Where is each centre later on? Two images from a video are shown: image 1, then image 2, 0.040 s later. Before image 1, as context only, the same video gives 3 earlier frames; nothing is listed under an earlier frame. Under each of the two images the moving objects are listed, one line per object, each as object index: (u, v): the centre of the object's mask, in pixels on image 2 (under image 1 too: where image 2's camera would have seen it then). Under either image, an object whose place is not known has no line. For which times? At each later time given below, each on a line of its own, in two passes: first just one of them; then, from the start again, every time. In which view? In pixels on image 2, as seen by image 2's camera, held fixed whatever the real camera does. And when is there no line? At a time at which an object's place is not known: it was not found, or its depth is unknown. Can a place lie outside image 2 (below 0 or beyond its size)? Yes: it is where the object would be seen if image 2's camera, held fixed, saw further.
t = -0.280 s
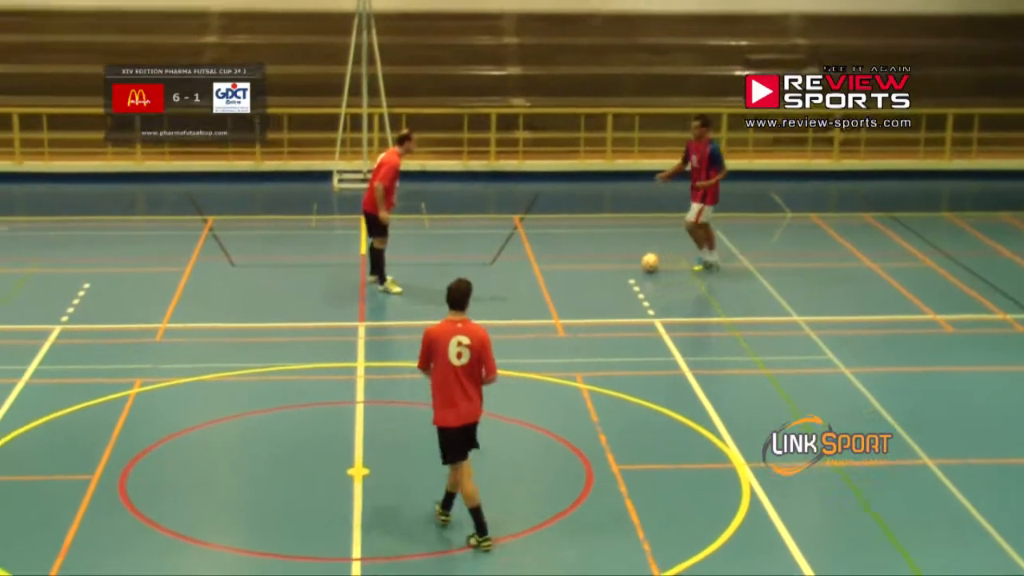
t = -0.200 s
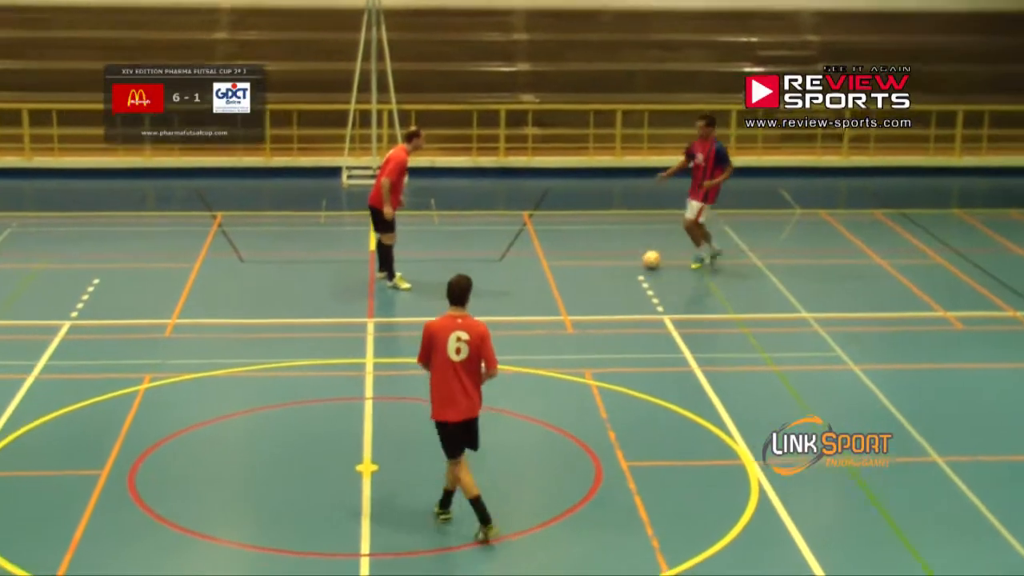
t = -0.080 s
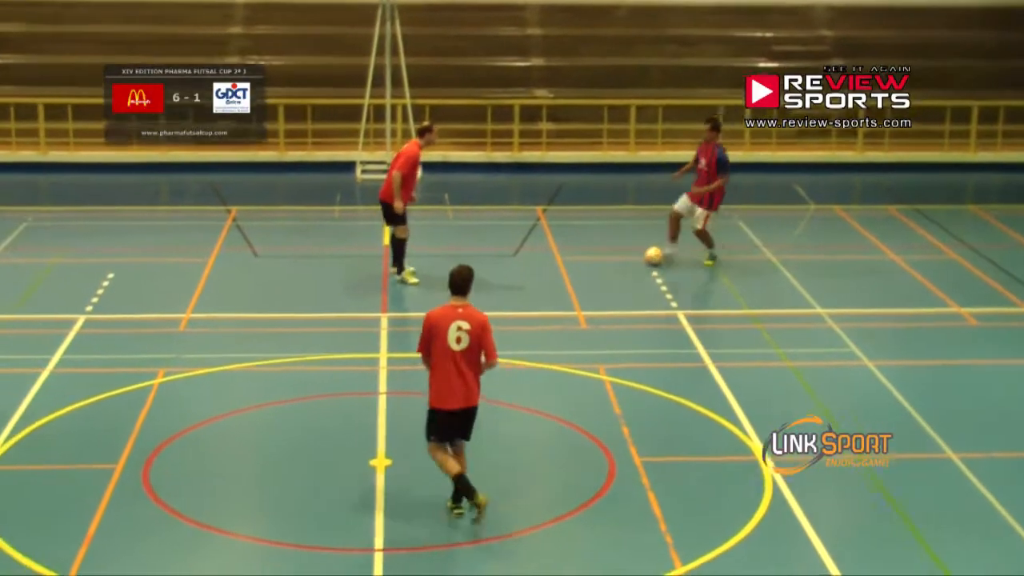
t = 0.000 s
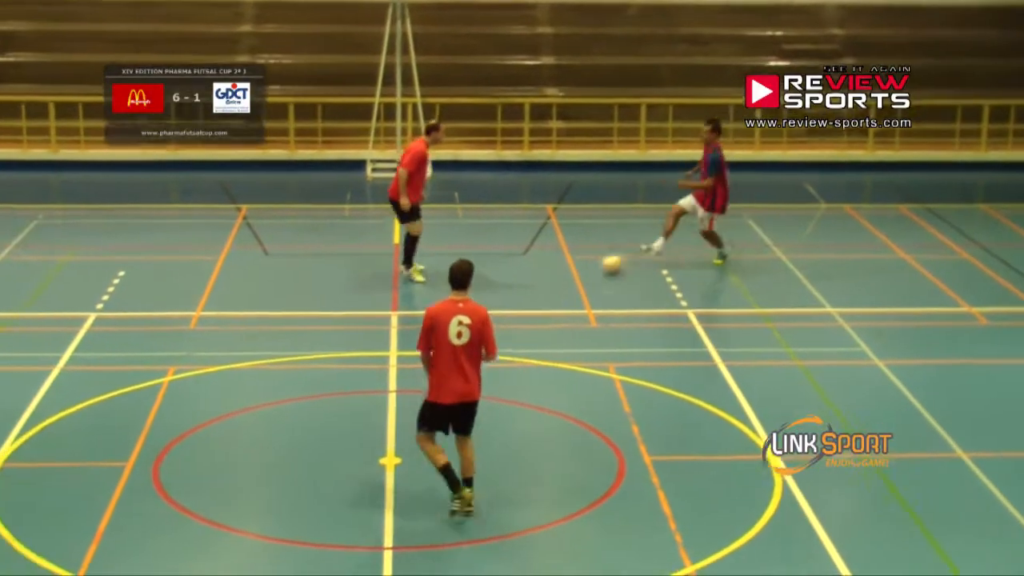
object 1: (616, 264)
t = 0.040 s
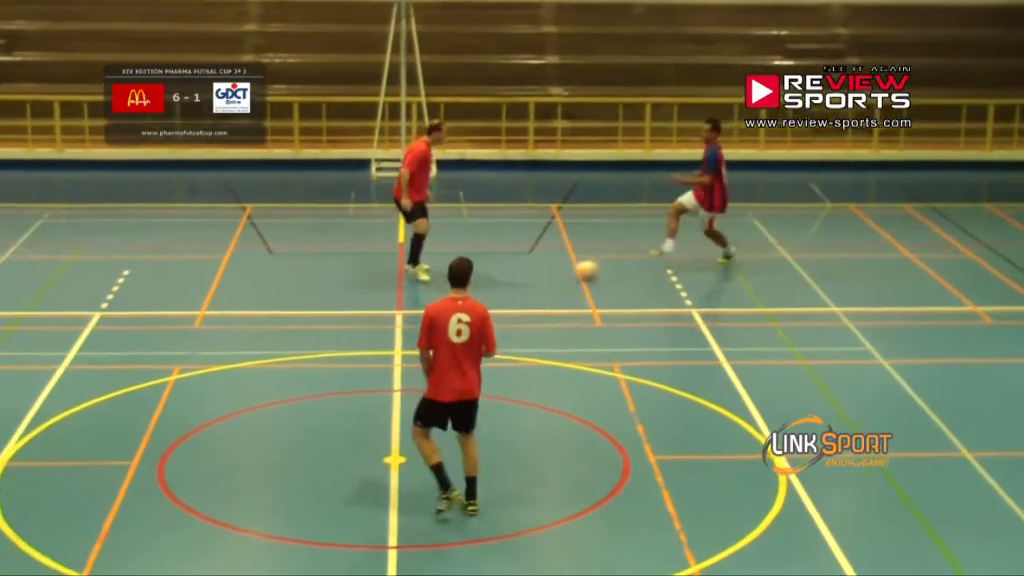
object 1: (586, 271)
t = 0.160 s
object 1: (496, 287)
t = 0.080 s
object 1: (556, 276)
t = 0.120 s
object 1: (527, 282)
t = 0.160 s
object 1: (496, 287)
